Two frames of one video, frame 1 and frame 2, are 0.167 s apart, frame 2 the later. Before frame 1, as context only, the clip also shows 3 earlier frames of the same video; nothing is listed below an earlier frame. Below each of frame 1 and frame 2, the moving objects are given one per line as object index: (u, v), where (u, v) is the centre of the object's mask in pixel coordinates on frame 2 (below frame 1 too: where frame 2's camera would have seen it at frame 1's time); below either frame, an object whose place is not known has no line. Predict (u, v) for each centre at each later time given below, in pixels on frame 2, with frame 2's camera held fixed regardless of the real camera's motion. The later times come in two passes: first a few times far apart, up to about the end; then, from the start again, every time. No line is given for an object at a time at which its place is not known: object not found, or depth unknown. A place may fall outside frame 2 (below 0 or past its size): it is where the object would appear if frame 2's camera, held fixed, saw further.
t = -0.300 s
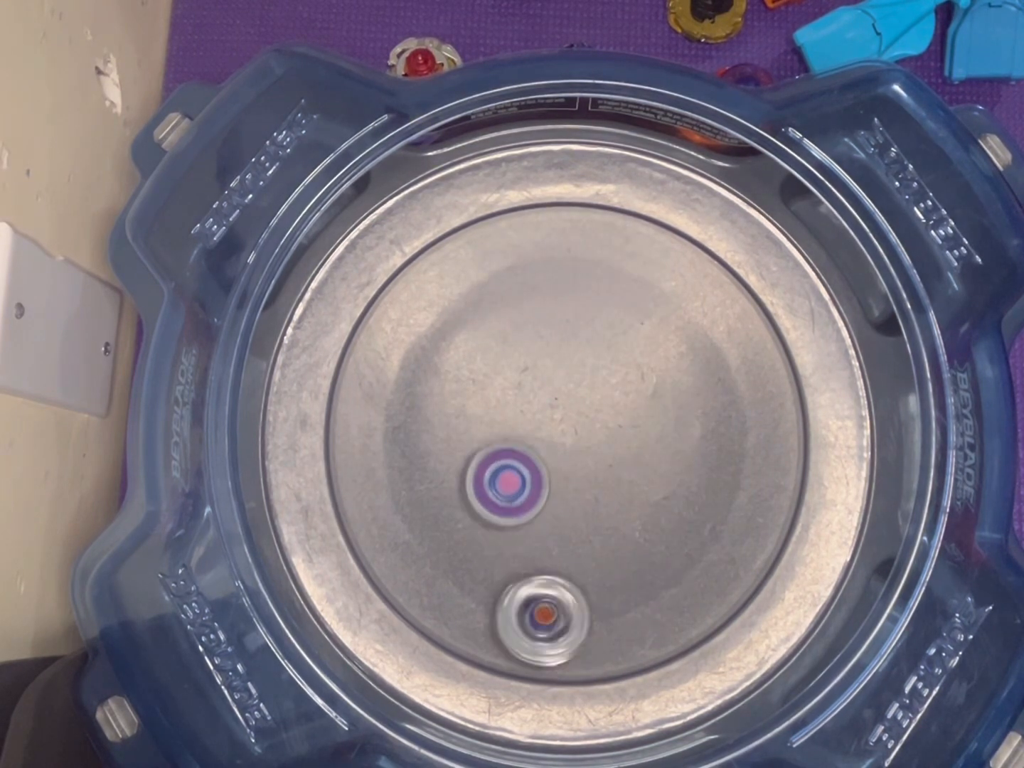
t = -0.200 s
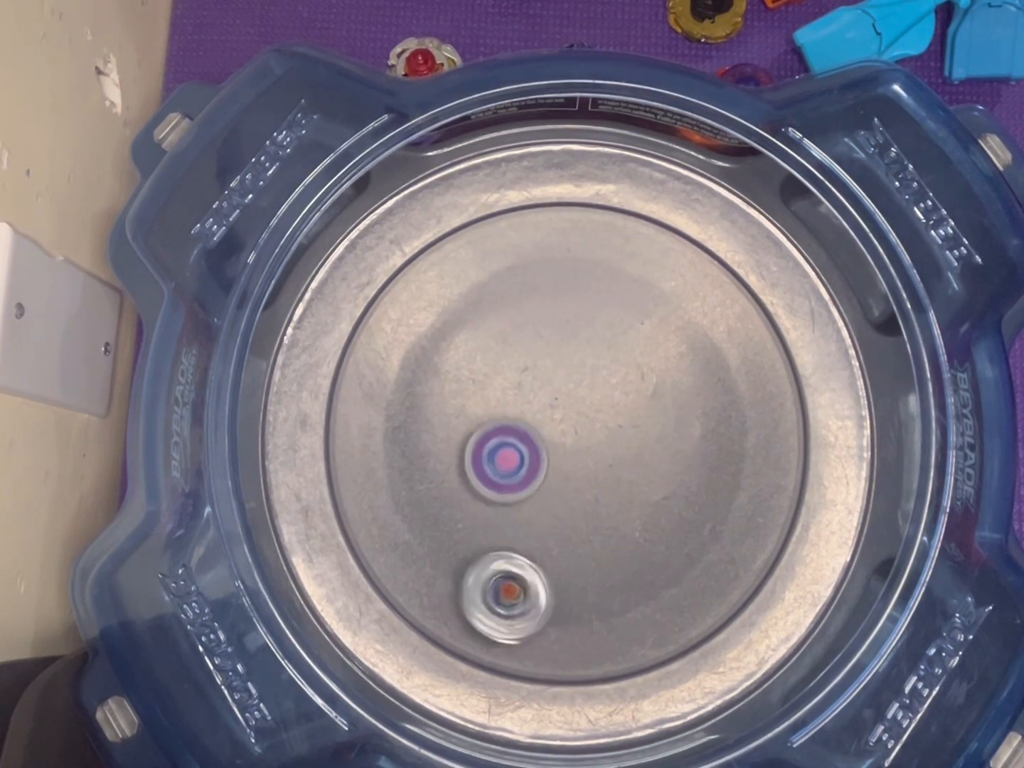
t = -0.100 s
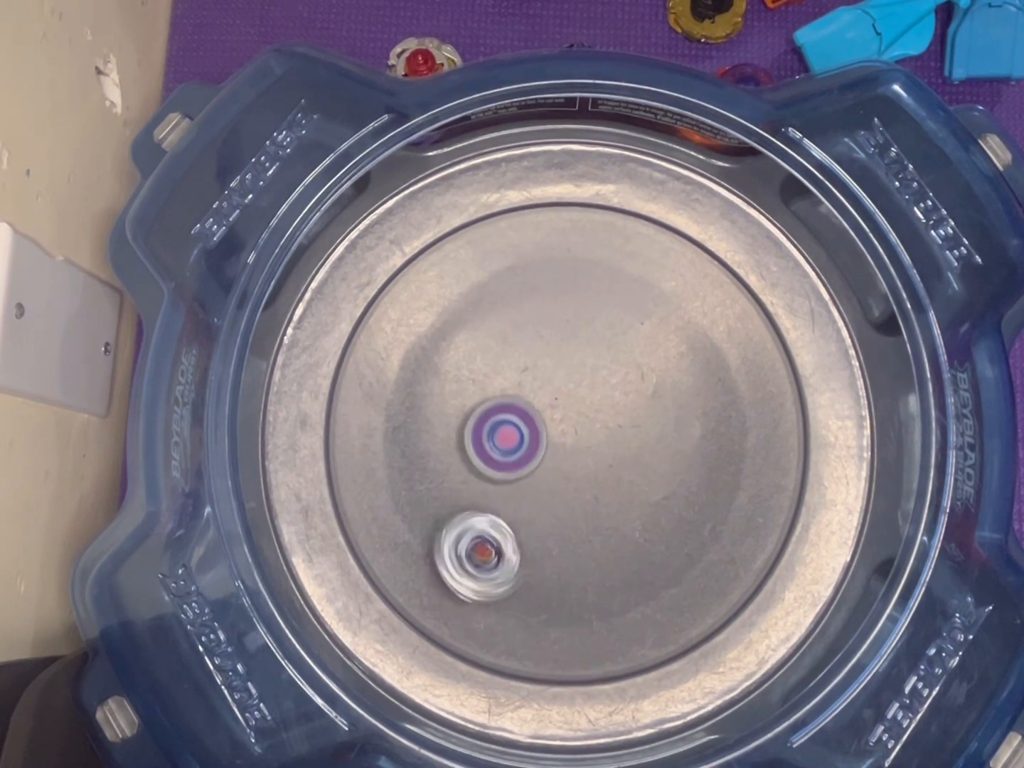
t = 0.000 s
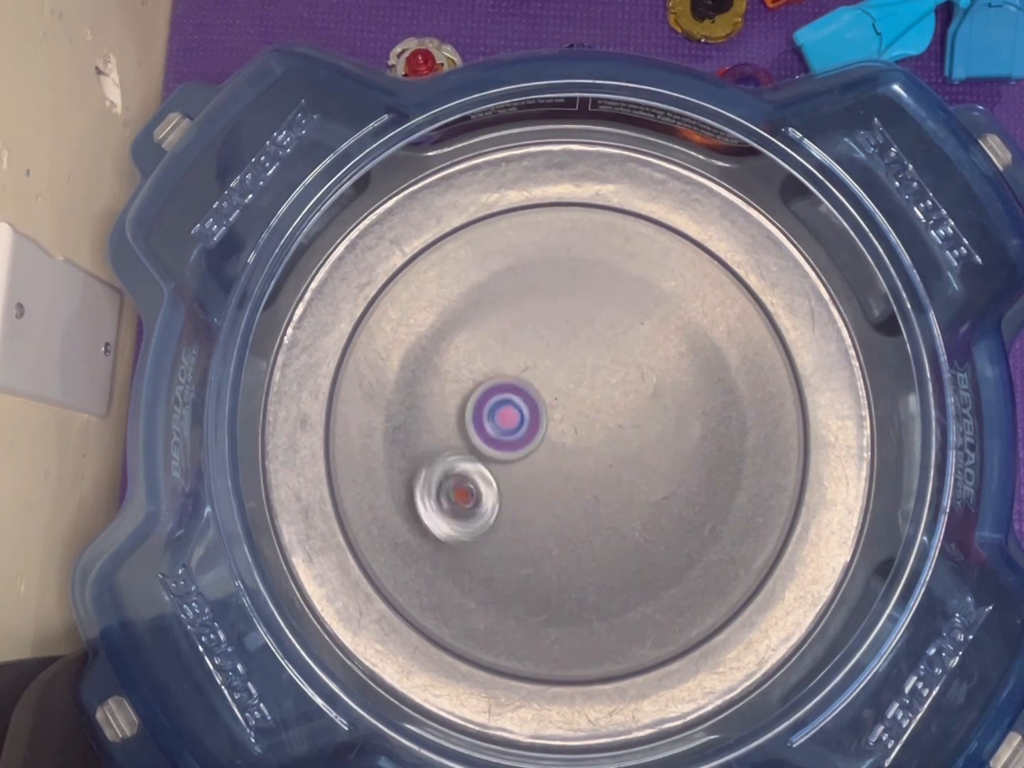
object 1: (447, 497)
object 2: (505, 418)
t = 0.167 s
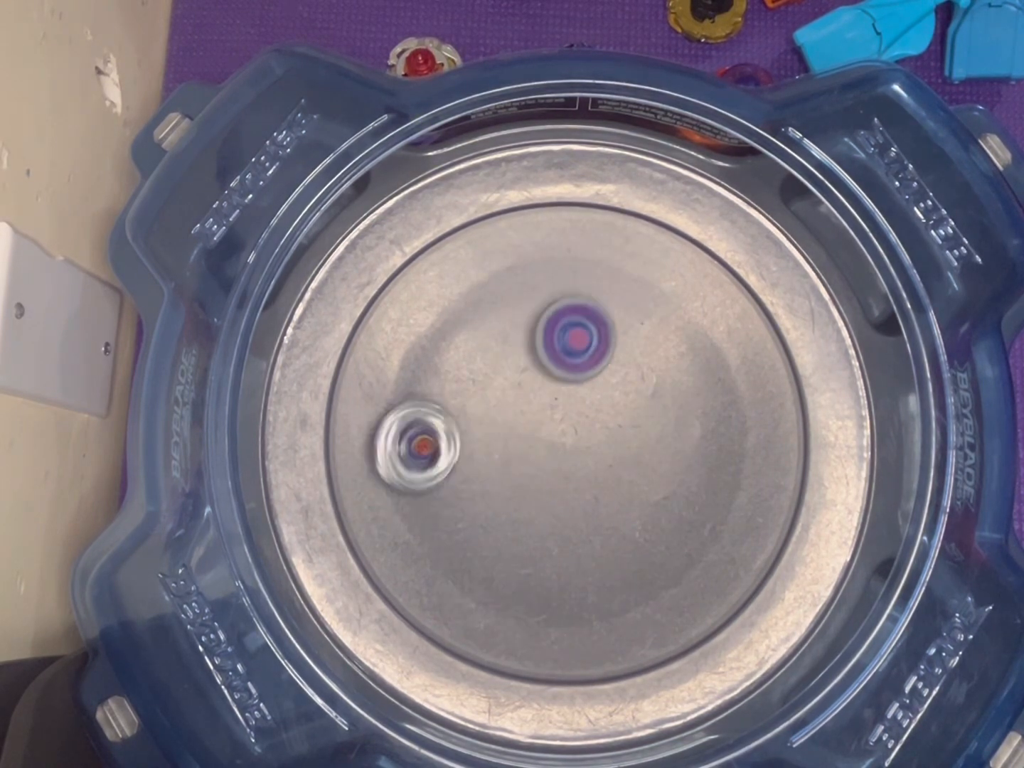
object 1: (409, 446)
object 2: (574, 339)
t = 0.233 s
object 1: (428, 424)
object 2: (577, 324)
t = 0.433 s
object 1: (500, 363)
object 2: (600, 285)
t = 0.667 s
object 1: (517, 421)
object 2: (657, 257)
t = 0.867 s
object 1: (560, 483)
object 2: (674, 284)
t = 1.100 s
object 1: (552, 508)
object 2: (664, 362)
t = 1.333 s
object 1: (537, 476)
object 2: (629, 443)
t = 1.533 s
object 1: (447, 445)
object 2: (673, 502)
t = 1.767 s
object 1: (492, 399)
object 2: (614, 525)
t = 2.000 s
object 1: (583, 385)
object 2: (541, 519)
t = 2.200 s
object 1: (631, 429)
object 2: (489, 493)
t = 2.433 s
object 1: (602, 487)
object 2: (454, 446)
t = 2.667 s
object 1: (528, 495)
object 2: (457, 394)
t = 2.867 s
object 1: (482, 449)
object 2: (488, 354)
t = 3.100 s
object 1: (462, 495)
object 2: (552, 302)
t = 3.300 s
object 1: (487, 499)
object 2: (594, 328)
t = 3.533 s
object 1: (507, 502)
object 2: (625, 389)
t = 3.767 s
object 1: (521, 496)
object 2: (632, 467)
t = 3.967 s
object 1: (492, 481)
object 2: (651, 545)
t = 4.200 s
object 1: (514, 440)
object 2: (621, 573)
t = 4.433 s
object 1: (570, 438)
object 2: (563, 550)
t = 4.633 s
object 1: (603, 454)
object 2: (497, 510)
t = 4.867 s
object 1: (633, 440)
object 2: (444, 454)
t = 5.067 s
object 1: (611, 436)
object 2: (459, 399)
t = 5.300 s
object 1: (587, 417)
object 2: (518, 340)
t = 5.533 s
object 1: (566, 407)
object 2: (589, 312)
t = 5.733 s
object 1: (556, 419)
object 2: (629, 329)
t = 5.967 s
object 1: (536, 414)
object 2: (648, 393)
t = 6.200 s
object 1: (536, 431)
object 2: (646, 522)
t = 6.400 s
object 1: (531, 428)
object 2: (626, 572)
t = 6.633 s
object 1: (528, 435)
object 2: (580, 568)
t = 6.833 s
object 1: (546, 426)
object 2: (494, 532)
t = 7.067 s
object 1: (572, 392)
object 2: (444, 498)
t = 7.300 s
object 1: (555, 407)
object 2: (464, 388)
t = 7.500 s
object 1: (525, 399)
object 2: (501, 312)
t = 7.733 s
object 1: (533, 402)
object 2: (561, 316)
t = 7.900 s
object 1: (531, 420)
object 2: (625, 354)
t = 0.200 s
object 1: (416, 435)
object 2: (577, 331)
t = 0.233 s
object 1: (428, 424)
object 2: (577, 324)
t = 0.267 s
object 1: (437, 409)
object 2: (578, 317)
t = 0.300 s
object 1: (452, 396)
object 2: (579, 311)
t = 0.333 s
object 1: (470, 383)
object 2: (579, 306)
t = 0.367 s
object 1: (483, 368)
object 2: (581, 302)
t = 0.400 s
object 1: (502, 358)
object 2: (582, 298)
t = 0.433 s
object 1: (500, 363)
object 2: (600, 285)
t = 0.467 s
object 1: (493, 371)
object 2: (620, 272)
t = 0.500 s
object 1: (492, 382)
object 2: (635, 264)
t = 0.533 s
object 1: (494, 385)
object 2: (642, 261)
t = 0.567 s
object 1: (497, 393)
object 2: (647, 258)
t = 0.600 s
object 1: (504, 403)
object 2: (651, 257)
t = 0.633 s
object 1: (510, 410)
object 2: (654, 256)
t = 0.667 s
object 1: (517, 421)
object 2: (657, 257)
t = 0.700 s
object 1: (527, 430)
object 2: (661, 258)
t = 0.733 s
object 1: (534, 441)
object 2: (664, 261)
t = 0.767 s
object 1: (544, 454)
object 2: (667, 265)
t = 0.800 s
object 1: (548, 462)
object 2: (670, 270)
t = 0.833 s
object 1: (551, 473)
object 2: (672, 277)
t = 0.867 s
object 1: (560, 483)
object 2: (674, 284)
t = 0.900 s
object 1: (560, 490)
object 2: (675, 293)
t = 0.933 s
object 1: (561, 499)
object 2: (676, 303)
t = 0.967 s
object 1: (561, 502)
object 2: (675, 314)
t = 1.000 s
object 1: (557, 506)
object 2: (674, 325)
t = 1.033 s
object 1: (559, 508)
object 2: (671, 337)
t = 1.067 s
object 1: (554, 507)
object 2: (668, 349)
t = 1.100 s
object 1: (552, 508)
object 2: (664, 362)
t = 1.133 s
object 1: (549, 503)
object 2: (660, 374)
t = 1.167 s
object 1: (549, 501)
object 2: (655, 387)
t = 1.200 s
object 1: (546, 497)
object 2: (650, 398)
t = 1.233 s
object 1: (546, 492)
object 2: (646, 409)
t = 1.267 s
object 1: (545, 489)
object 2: (640, 420)
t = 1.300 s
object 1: (540, 481)
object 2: (635, 431)
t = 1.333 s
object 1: (537, 476)
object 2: (629, 443)
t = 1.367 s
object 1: (517, 469)
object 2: (636, 453)
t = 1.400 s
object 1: (486, 464)
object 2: (655, 466)
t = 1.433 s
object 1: (468, 462)
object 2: (669, 477)
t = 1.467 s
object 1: (455, 456)
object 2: (676, 489)
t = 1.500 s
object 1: (449, 452)
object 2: (677, 496)
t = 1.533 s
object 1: (447, 445)
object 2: (673, 502)
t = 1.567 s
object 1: (453, 441)
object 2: (666, 507)
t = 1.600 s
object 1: (456, 433)
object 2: (659, 512)
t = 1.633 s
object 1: (461, 428)
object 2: (651, 516)
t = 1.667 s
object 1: (465, 420)
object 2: (642, 519)
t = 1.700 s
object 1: (472, 414)
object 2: (633, 522)
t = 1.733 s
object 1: (485, 404)
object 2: (624, 524)
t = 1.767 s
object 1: (492, 399)
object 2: (614, 525)
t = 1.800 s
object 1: (505, 391)
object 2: (603, 526)
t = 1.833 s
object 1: (517, 389)
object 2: (593, 526)
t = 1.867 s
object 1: (531, 382)
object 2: (583, 526)
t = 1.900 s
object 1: (543, 383)
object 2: (572, 525)
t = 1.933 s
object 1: (557, 380)
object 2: (562, 523)
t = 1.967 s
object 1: (571, 384)
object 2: (552, 522)
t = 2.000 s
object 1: (583, 385)
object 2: (541, 519)
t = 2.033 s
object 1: (593, 391)
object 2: (532, 516)
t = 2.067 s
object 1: (605, 396)
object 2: (522, 512)
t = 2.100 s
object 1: (610, 403)
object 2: (514, 509)
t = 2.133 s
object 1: (624, 412)
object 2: (504, 504)
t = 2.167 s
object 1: (625, 420)
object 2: (497, 499)
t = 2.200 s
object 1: (631, 429)
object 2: (489, 493)
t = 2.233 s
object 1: (629, 438)
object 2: (482, 488)
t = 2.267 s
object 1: (634, 446)
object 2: (475, 481)
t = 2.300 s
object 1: (629, 455)
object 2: (469, 474)
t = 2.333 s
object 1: (628, 465)
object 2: (464, 467)
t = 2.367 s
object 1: (617, 472)
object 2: (461, 460)
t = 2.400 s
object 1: (615, 481)
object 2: (457, 453)
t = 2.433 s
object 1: (602, 487)
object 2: (454, 446)
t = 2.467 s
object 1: (596, 494)
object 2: (453, 438)
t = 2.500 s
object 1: (583, 497)
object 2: (452, 431)
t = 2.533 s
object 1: (573, 501)
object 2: (451, 424)
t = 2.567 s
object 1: (558, 500)
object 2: (452, 416)
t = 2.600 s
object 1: (546, 500)
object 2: (453, 409)
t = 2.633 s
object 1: (534, 497)
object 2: (455, 402)
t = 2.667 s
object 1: (528, 495)
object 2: (457, 394)
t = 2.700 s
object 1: (512, 489)
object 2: (460, 387)
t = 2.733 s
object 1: (504, 481)
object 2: (464, 381)
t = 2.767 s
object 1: (497, 473)
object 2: (469, 374)
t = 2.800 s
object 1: (490, 463)
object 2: (475, 368)
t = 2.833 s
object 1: (485, 455)
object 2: (480, 363)
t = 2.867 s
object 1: (482, 449)
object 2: (488, 354)
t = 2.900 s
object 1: (478, 461)
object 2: (498, 337)
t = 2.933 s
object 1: (471, 473)
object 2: (508, 319)
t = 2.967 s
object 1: (466, 487)
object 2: (517, 308)
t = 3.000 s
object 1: (460, 490)
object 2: (526, 301)
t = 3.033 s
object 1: (464, 495)
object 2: (536, 299)
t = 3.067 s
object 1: (461, 497)
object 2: (544, 300)
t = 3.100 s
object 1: (462, 495)
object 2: (552, 302)
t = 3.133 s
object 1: (468, 497)
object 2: (559, 304)
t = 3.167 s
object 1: (470, 493)
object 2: (566, 307)
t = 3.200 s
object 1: (475, 493)
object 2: (573, 311)
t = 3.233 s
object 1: (474, 493)
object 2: (580, 316)
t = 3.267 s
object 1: (484, 494)
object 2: (587, 322)
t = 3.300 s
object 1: (487, 499)
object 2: (594, 328)
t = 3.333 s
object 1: (488, 498)
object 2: (600, 335)
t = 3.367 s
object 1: (491, 504)
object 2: (606, 343)
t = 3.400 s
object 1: (492, 502)
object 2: (611, 351)
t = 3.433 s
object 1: (498, 500)
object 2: (616, 360)
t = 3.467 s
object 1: (497, 503)
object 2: (619, 369)
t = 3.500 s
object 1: (503, 499)
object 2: (623, 379)
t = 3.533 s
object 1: (507, 502)
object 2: (625, 389)
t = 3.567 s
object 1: (505, 500)
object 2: (628, 400)
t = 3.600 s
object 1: (513, 500)
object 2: (631, 412)
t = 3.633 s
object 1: (513, 502)
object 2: (633, 423)
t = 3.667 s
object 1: (516, 498)
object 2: (634, 434)
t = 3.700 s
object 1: (519, 500)
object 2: (634, 445)
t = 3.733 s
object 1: (516, 497)
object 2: (634, 456)
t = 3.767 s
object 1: (521, 496)
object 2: (632, 467)
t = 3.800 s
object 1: (520, 497)
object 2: (630, 477)
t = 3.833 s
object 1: (524, 494)
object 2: (627, 489)
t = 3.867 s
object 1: (527, 497)
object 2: (624, 499)
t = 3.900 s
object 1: (512, 491)
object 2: (638, 515)
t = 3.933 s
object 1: (499, 484)
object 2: (648, 531)
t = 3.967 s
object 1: (492, 481)
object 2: (651, 545)
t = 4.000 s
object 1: (493, 472)
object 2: (650, 556)
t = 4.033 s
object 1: (498, 469)
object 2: (647, 562)
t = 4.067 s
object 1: (498, 464)
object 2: (643, 566)
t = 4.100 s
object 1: (502, 458)
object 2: (639, 569)
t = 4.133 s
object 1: (507, 455)
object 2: (634, 571)
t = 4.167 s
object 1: (508, 447)
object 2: (628, 573)
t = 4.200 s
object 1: (514, 440)
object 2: (621, 573)
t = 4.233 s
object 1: (520, 439)
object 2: (613, 572)
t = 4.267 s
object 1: (527, 433)
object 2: (606, 571)
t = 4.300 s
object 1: (538, 432)
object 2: (598, 569)
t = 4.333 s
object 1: (547, 434)
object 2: (589, 566)
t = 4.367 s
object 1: (555, 432)
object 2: (580, 561)
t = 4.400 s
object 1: (567, 434)
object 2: (572, 556)
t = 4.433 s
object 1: (570, 438)
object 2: (563, 550)
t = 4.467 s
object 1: (575, 441)
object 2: (555, 544)
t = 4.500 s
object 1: (581, 447)
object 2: (547, 537)
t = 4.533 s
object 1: (584, 451)
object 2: (539, 530)
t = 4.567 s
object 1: (586, 455)
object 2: (533, 521)
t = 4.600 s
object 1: (592, 460)
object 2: (525, 513)
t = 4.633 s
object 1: (603, 454)
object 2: (497, 510)
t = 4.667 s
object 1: (620, 448)
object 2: (477, 504)
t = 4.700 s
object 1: (628, 445)
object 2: (462, 497)
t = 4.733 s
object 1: (630, 443)
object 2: (454, 488)
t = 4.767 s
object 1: (630, 440)
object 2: (450, 479)
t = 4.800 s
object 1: (638, 441)
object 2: (447, 471)
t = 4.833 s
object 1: (635, 442)
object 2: (445, 463)
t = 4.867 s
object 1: (633, 440)
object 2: (444, 454)
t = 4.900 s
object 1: (631, 441)
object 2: (445, 446)
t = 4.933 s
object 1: (631, 444)
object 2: (445, 437)
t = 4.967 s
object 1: (624, 441)
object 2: (447, 427)
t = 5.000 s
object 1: (624, 440)
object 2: (450, 418)
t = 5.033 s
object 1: (623, 442)
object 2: (454, 408)
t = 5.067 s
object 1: (611, 436)
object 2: (459, 399)
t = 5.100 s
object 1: (611, 430)
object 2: (465, 389)
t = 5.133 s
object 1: (607, 429)
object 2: (472, 380)
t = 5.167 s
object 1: (602, 430)
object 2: (480, 371)
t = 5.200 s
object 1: (599, 427)
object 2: (488, 362)
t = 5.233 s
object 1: (597, 425)
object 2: (497, 354)
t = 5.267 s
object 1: (590, 423)
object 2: (508, 346)
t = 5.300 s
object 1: (587, 417)
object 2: (518, 340)
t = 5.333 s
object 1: (581, 413)
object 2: (529, 334)
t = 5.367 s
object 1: (577, 410)
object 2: (540, 329)
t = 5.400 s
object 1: (571, 405)
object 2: (550, 325)
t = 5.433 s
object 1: (576, 401)
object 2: (559, 322)
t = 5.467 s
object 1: (573, 403)
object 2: (569, 319)
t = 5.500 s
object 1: (568, 404)
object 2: (579, 315)
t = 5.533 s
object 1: (566, 407)
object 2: (589, 312)
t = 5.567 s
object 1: (560, 411)
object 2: (598, 312)
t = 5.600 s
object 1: (557, 413)
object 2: (606, 313)
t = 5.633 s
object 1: (553, 408)
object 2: (612, 315)
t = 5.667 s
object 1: (557, 409)
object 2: (618, 318)
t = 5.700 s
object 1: (559, 413)
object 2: (624, 323)
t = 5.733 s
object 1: (556, 419)
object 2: (629, 329)
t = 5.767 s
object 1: (550, 418)
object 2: (634, 334)
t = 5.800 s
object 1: (548, 417)
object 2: (638, 341)
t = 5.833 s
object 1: (549, 414)
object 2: (641, 349)
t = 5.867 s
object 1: (545, 412)
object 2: (645, 359)
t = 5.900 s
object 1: (544, 410)
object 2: (647, 369)
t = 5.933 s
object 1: (543, 412)
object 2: (648, 380)
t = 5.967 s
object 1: (536, 414)
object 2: (648, 393)
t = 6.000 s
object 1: (532, 412)
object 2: (647, 407)
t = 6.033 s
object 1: (534, 414)
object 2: (647, 425)
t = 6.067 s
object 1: (534, 422)
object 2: (645, 445)
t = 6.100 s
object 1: (532, 427)
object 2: (647, 465)
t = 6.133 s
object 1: (533, 425)
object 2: (646, 484)
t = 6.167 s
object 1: (534, 426)
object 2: (646, 505)
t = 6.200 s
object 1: (536, 431)
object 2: (646, 522)
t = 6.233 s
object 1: (534, 432)
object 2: (644, 537)
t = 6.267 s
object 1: (532, 432)
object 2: (641, 549)
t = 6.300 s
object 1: (534, 435)
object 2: (638, 558)
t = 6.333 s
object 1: (532, 436)
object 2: (635, 564)
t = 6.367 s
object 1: (528, 431)
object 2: (631, 568)
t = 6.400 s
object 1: (531, 428)
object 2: (626, 572)
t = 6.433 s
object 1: (533, 429)
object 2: (621, 574)
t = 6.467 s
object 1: (530, 431)
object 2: (616, 576)
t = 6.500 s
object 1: (525, 430)
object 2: (610, 576)
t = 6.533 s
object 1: (527, 429)
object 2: (603, 575)
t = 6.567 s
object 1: (528, 434)
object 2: (595, 574)
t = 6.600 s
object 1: (524, 437)
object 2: (588, 572)
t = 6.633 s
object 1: (528, 435)
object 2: (580, 568)
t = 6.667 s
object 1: (530, 435)
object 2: (570, 563)
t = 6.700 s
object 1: (535, 439)
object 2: (561, 555)
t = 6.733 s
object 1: (527, 440)
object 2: (548, 546)
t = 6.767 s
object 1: (530, 441)
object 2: (535, 536)
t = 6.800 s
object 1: (531, 442)
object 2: (521, 525)
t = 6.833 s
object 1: (546, 426)
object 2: (494, 532)
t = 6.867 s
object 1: (552, 407)
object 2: (473, 534)
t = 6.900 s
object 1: (568, 394)
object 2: (458, 531)
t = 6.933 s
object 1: (570, 388)
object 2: (450, 526)
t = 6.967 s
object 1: (573, 389)
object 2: (447, 520)
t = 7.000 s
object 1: (573, 391)
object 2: (445, 514)
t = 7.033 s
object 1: (572, 392)
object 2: (444, 506)
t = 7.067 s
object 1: (572, 392)
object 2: (444, 498)
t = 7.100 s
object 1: (568, 395)
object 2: (444, 488)
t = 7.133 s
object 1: (566, 394)
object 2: (446, 476)
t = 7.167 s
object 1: (566, 392)
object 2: (448, 460)
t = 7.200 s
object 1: (568, 395)
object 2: (451, 444)
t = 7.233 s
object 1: (568, 401)
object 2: (455, 426)
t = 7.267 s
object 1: (559, 405)
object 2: (460, 407)
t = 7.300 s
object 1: (555, 407)
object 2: (464, 388)
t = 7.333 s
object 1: (548, 408)
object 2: (469, 369)
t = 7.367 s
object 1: (547, 407)
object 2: (474, 352)
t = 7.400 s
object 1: (542, 405)
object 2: (480, 337)
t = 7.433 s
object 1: (532, 404)
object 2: (487, 326)
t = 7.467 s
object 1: (531, 401)
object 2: (495, 318)
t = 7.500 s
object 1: (525, 399)
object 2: (501, 312)
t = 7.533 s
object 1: (528, 397)
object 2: (508, 309)
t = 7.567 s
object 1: (524, 397)
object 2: (515, 308)
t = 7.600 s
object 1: (525, 395)
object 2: (522, 307)
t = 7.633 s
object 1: (530, 396)
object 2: (528, 307)
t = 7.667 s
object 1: (530, 397)
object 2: (539, 309)
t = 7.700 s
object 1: (535, 399)
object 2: (550, 311)
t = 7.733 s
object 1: (533, 402)
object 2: (561, 316)
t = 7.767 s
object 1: (529, 407)
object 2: (573, 321)
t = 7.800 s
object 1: (528, 409)
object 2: (585, 327)
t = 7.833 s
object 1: (533, 410)
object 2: (599, 335)
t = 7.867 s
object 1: (530, 418)
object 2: (612, 344)
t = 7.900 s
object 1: (531, 420)
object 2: (625, 354)
